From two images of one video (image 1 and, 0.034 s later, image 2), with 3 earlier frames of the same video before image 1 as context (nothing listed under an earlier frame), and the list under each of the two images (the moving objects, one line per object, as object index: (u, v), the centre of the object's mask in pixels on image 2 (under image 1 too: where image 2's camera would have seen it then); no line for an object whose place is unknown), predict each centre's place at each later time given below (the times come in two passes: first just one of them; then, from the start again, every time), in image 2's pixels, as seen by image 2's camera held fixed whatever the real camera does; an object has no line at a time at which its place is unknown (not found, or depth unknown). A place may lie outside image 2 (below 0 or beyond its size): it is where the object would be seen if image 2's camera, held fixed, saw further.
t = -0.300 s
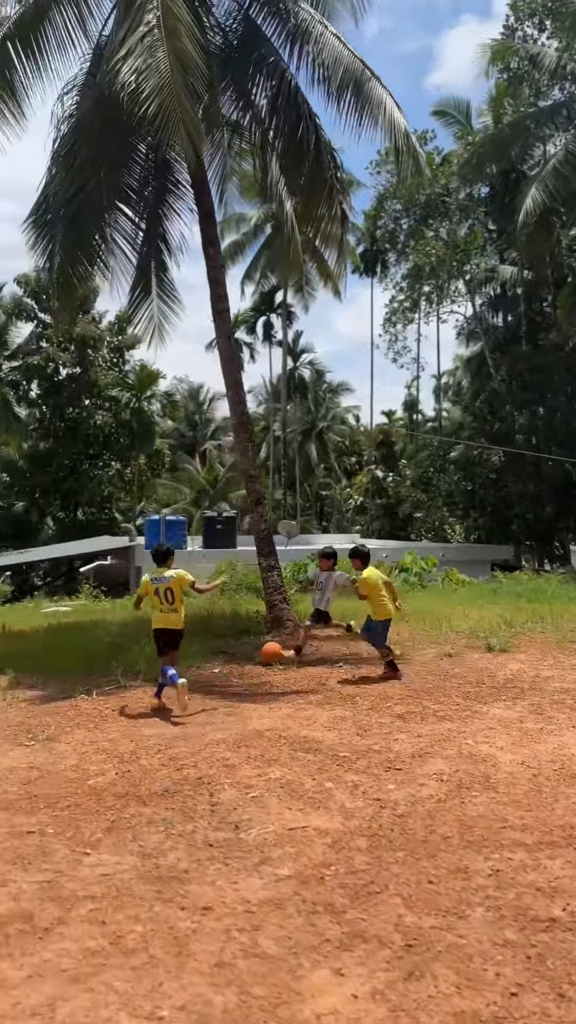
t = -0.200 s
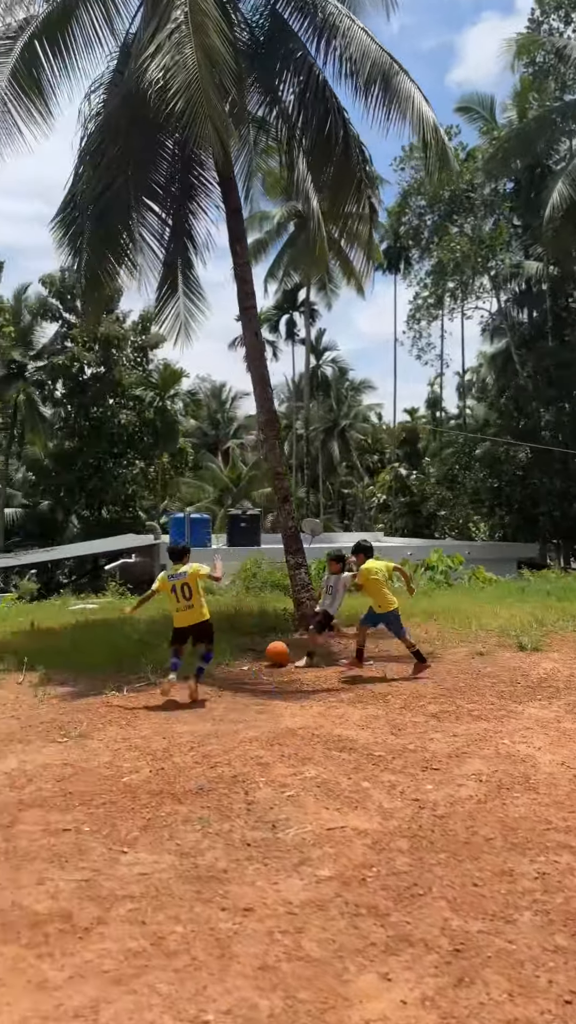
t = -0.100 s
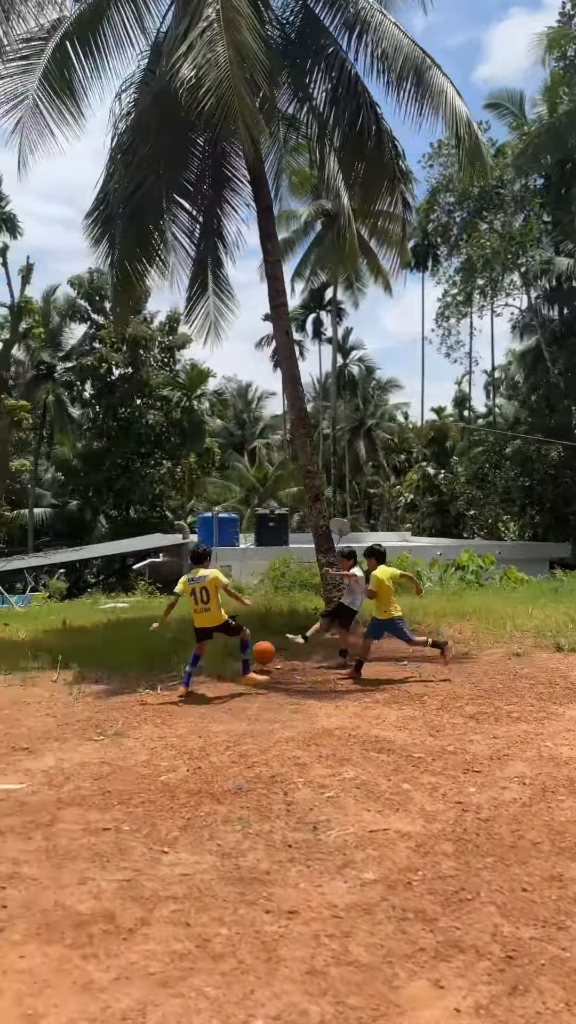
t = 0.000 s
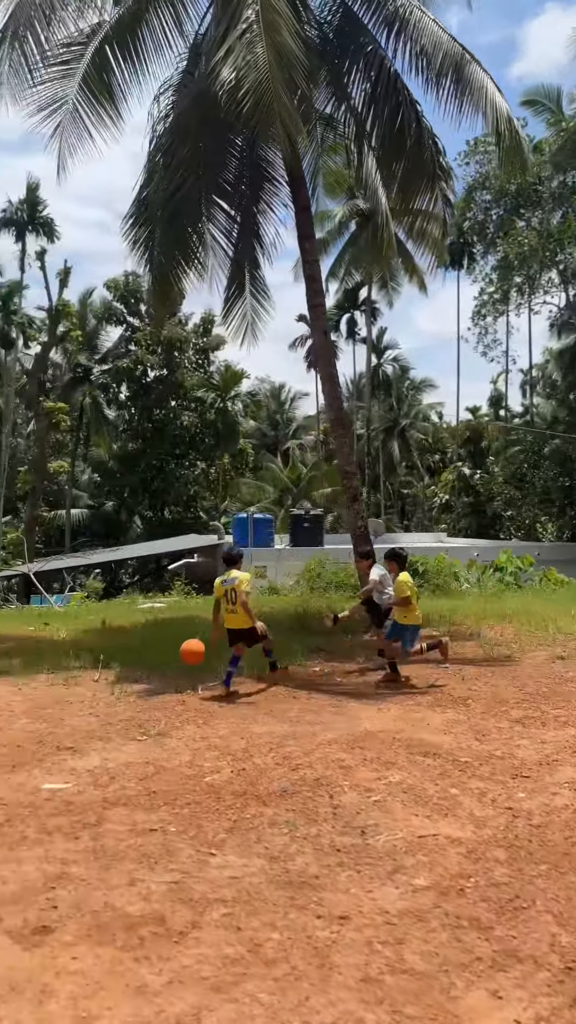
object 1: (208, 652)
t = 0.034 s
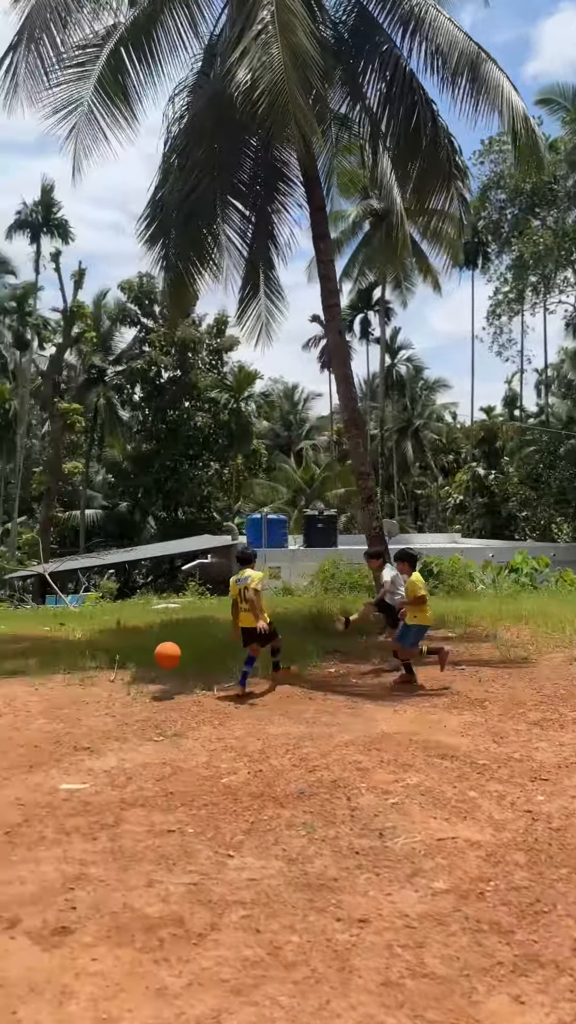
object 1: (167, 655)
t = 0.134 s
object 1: (35, 676)
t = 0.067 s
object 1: (125, 660)
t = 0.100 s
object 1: (81, 667)
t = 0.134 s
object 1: (35, 676)
